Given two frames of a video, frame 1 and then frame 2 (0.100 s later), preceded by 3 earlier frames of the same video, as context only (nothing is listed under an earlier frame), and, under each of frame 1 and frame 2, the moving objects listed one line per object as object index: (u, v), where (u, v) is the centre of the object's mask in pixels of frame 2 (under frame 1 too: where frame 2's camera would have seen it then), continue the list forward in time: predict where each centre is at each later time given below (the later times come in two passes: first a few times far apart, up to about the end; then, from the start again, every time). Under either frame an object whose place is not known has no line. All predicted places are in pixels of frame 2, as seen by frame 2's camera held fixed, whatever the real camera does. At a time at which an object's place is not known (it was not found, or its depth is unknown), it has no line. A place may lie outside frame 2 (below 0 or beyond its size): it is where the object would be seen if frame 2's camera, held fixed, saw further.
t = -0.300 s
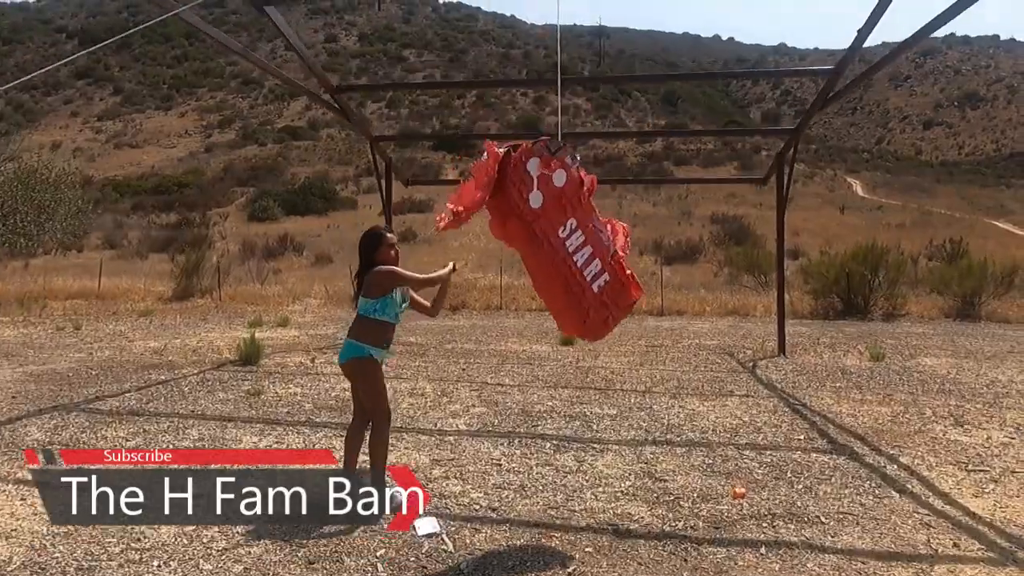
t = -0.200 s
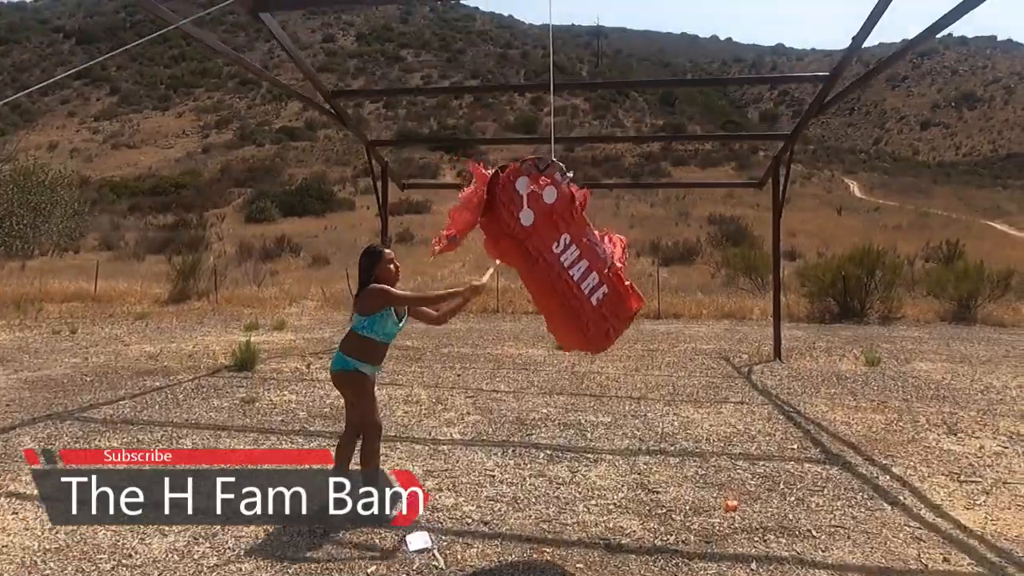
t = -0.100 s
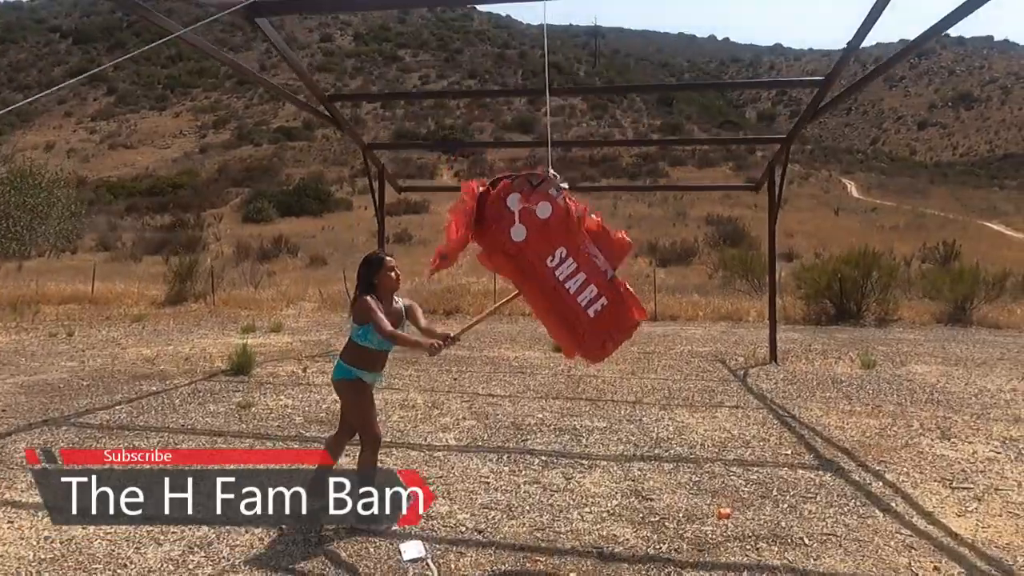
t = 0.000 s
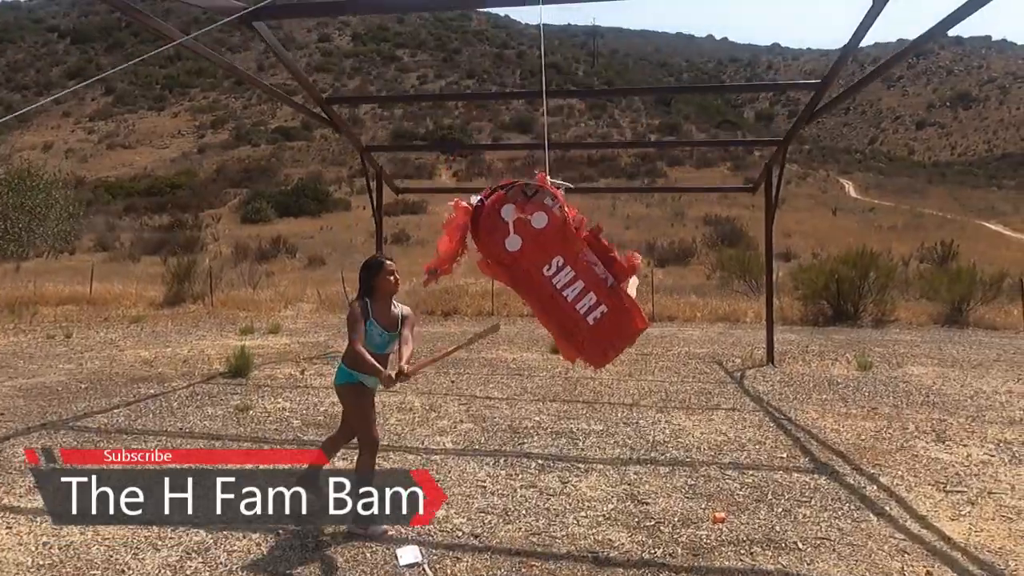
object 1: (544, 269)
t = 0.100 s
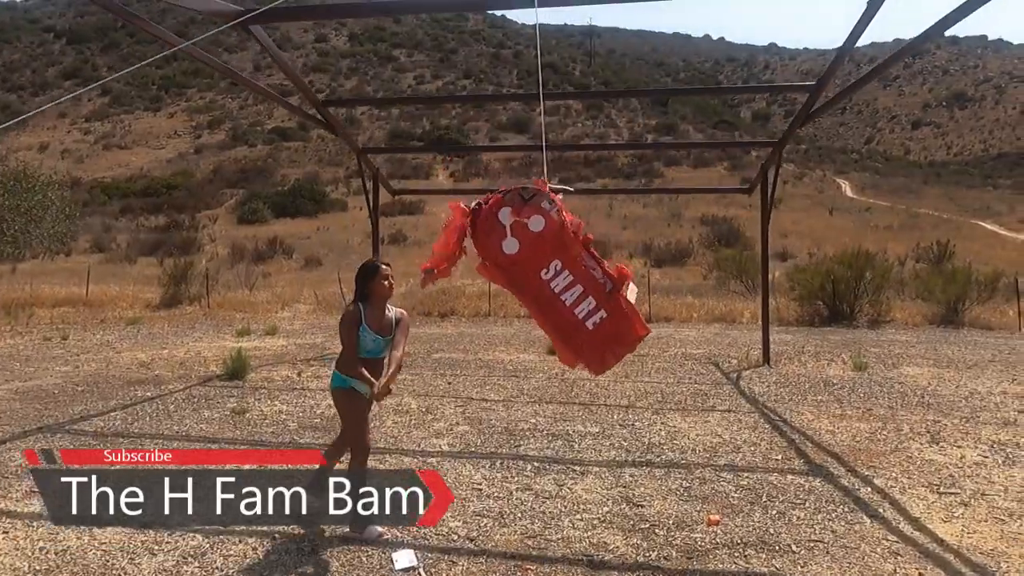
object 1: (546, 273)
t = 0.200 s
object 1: (549, 273)
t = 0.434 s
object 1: (556, 278)
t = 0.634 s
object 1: (553, 279)
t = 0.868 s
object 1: (543, 281)
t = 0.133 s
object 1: (546, 274)
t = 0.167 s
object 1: (548, 273)
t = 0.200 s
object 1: (549, 273)
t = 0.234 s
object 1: (551, 273)
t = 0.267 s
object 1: (552, 274)
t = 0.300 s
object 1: (553, 274)
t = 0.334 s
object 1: (554, 275)
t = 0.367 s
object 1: (555, 276)
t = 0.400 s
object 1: (556, 277)
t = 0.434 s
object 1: (556, 278)
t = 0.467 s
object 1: (554, 278)
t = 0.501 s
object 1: (553, 277)
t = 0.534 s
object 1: (552, 277)
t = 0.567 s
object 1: (551, 277)
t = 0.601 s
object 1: (553, 278)
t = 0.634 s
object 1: (553, 279)
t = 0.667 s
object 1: (551, 279)
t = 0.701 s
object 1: (550, 279)
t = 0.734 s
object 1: (548, 279)
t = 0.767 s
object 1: (547, 279)
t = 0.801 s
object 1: (546, 280)
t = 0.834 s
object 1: (544, 280)
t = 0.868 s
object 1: (543, 281)
